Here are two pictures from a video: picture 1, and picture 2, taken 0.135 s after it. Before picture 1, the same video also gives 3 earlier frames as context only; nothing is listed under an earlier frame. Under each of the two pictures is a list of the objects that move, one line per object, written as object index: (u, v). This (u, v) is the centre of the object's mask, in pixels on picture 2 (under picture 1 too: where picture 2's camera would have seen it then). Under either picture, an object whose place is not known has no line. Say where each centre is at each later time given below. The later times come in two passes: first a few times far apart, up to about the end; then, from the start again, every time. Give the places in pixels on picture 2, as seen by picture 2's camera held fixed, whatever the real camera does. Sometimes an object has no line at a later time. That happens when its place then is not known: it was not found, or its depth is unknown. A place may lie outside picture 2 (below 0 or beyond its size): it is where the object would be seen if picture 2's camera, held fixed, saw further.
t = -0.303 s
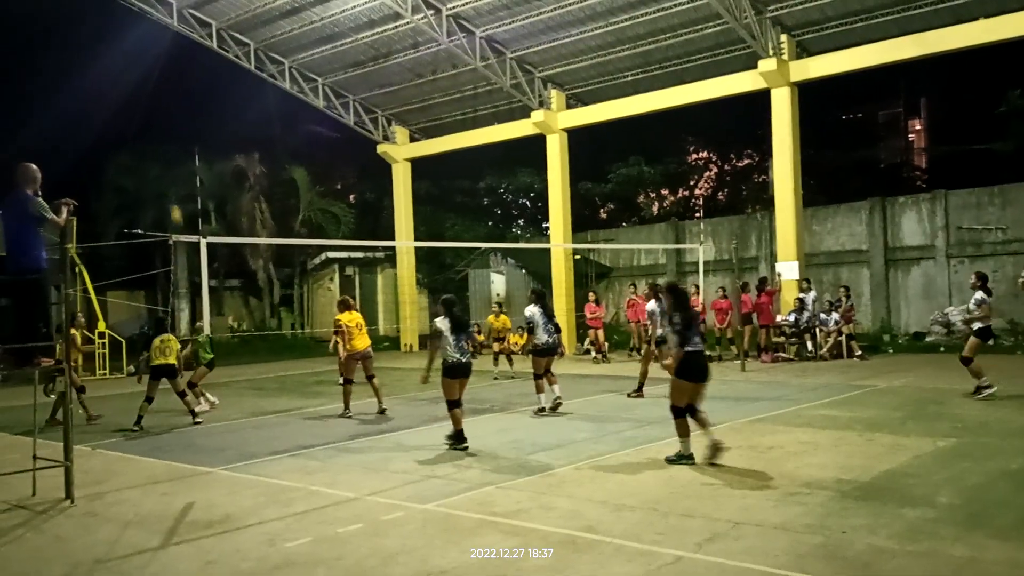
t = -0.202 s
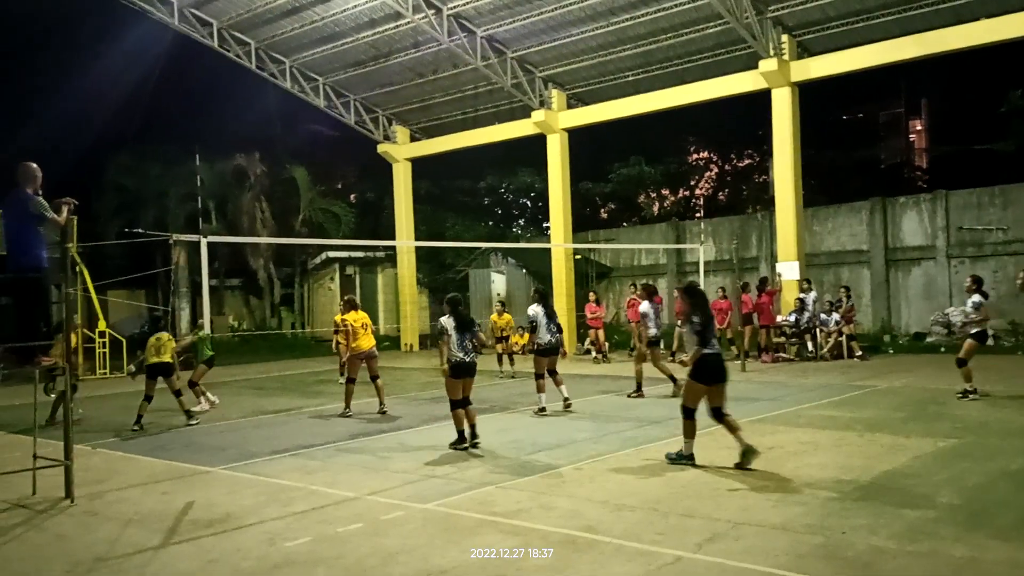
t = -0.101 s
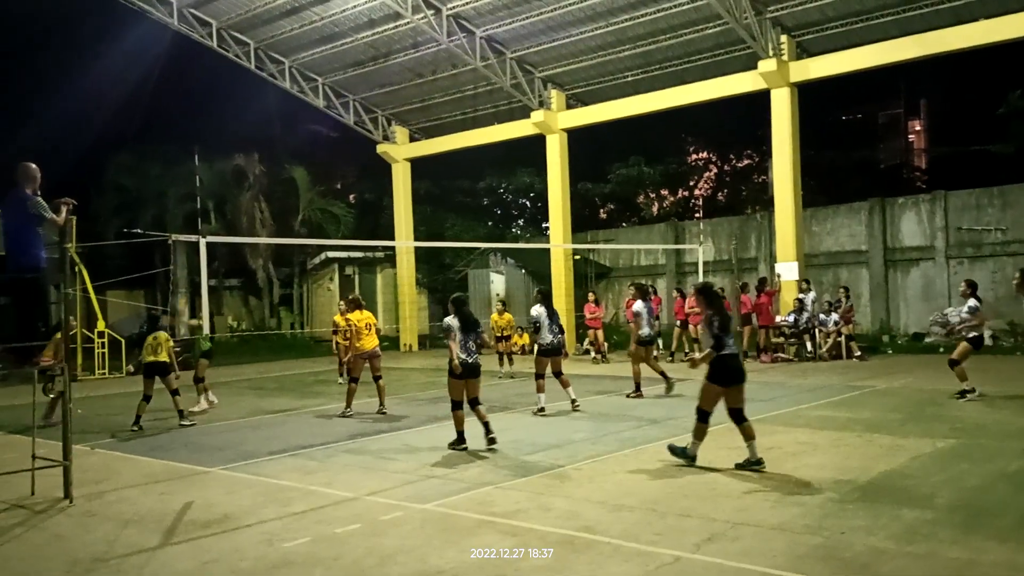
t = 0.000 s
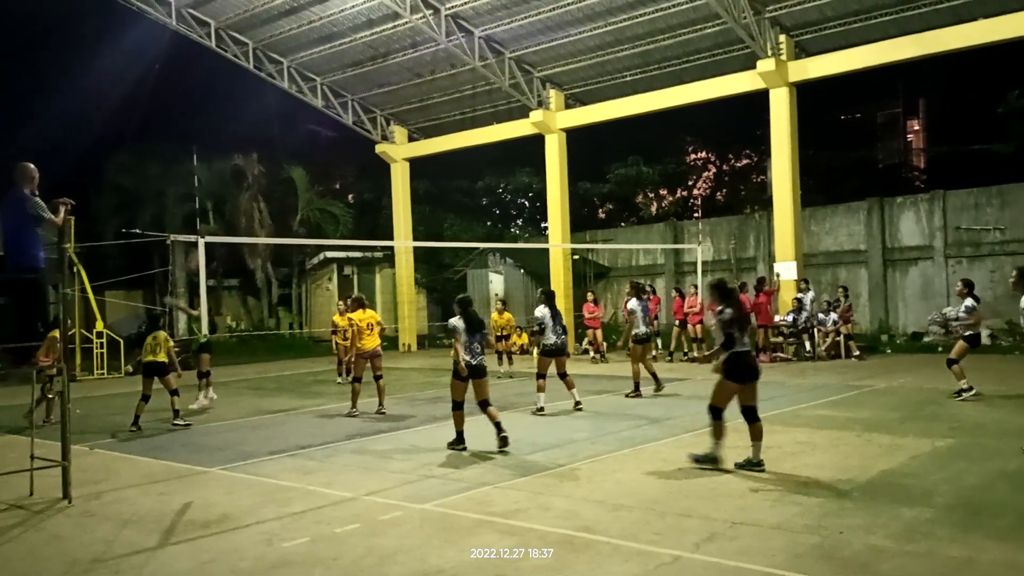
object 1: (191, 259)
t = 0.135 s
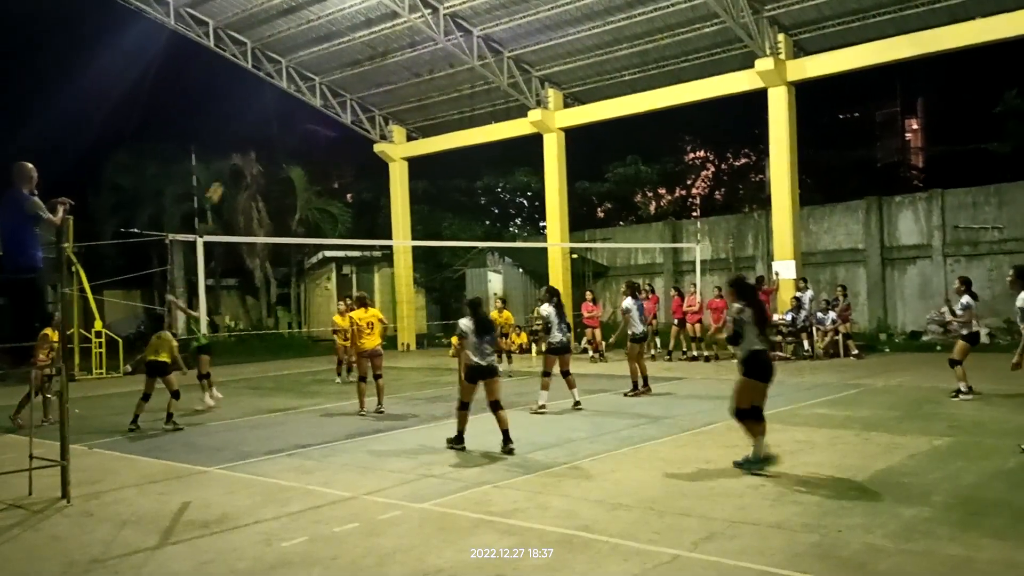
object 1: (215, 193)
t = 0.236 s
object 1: (231, 153)
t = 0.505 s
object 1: (276, 84)
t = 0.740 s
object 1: (314, 62)
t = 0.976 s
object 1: (350, 76)
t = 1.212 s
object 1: (386, 122)
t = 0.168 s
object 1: (220, 179)
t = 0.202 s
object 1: (226, 165)
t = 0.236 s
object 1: (231, 153)
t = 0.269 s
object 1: (237, 141)
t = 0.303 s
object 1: (242, 130)
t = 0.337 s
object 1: (248, 121)
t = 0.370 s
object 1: (254, 112)
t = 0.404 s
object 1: (260, 104)
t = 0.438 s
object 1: (265, 96)
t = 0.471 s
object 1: (270, 90)
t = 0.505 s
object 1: (276, 84)
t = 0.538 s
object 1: (282, 78)
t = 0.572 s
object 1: (286, 74)
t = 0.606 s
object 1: (293, 70)
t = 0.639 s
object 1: (297, 67)
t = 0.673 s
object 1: (303, 64)
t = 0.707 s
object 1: (308, 62)
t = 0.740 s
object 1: (314, 62)
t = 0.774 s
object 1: (319, 61)
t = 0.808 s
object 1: (324, 62)
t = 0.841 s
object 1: (329, 64)
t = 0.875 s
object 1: (334, 66)
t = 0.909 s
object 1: (340, 69)
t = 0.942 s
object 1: (345, 73)
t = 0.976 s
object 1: (350, 76)
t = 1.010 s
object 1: (355, 82)
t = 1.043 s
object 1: (361, 87)
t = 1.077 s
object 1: (366, 93)
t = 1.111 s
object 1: (371, 99)
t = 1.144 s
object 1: (376, 107)
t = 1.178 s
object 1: (381, 114)
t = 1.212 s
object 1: (386, 122)
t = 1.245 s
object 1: (391, 130)
